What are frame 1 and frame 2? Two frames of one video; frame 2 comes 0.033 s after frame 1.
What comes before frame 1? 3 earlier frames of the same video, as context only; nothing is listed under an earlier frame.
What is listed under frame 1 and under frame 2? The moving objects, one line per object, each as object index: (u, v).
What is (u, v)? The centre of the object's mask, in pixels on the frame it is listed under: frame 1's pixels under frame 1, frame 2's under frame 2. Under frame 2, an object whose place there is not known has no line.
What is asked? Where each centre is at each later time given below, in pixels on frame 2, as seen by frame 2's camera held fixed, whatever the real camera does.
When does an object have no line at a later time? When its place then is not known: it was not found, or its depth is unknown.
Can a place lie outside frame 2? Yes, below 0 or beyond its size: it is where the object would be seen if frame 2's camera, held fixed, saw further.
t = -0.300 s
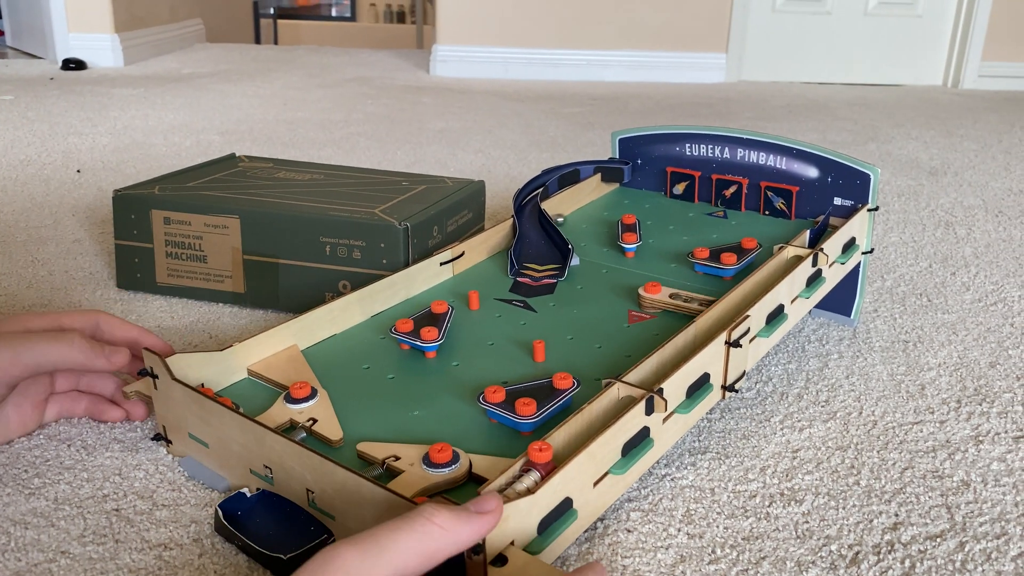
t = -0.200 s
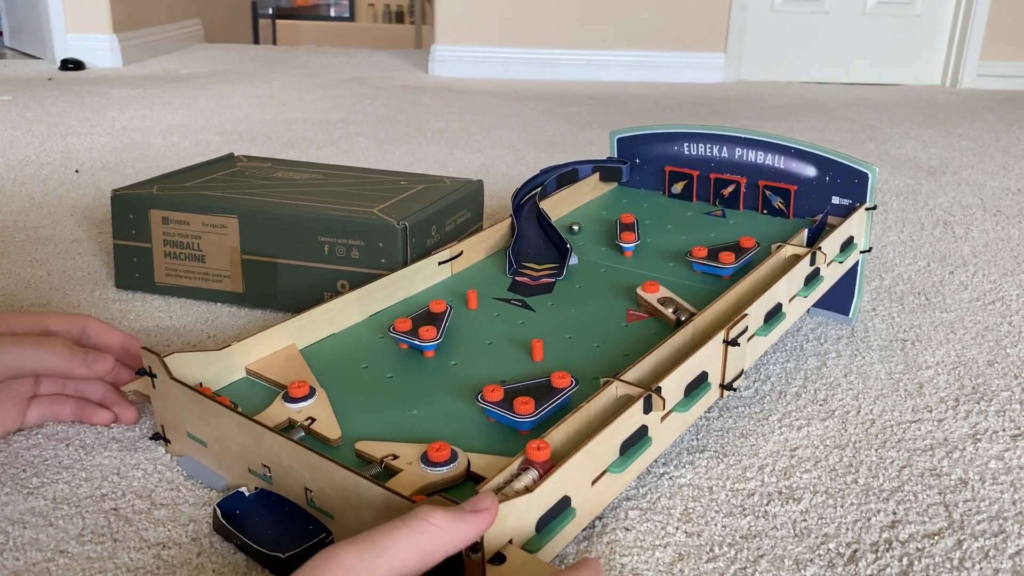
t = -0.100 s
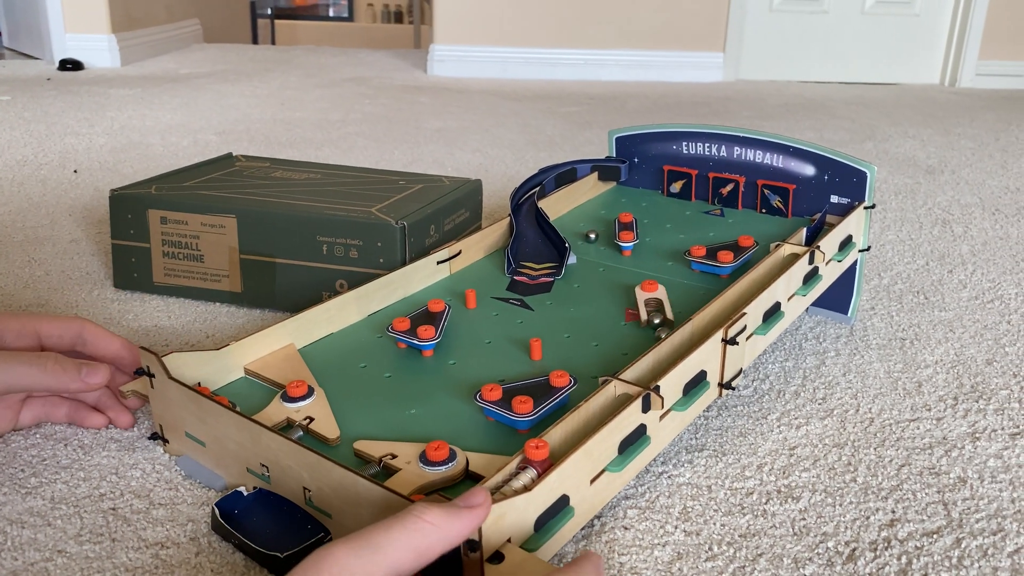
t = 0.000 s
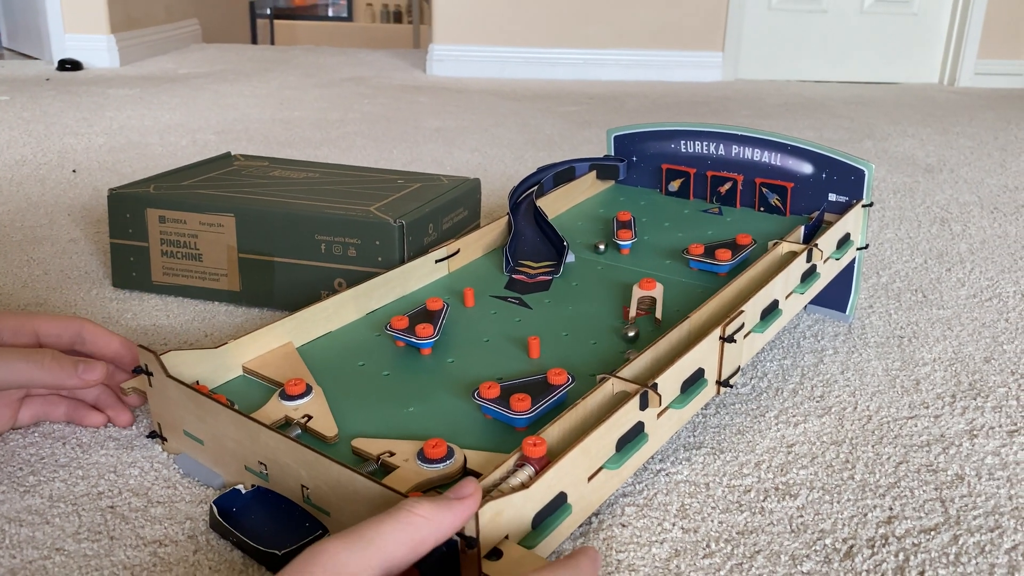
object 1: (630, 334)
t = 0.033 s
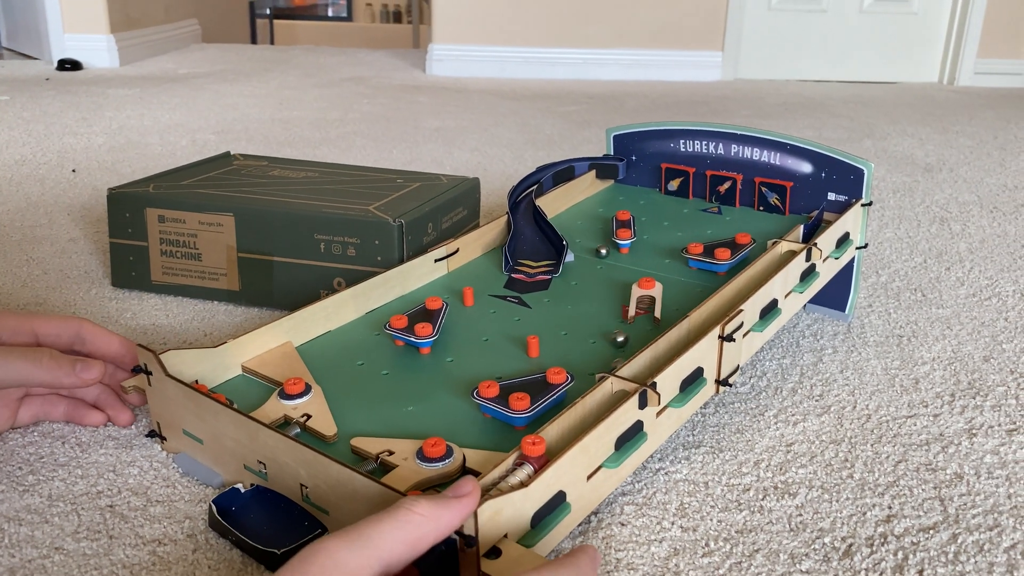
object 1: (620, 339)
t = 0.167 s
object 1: (569, 366)
